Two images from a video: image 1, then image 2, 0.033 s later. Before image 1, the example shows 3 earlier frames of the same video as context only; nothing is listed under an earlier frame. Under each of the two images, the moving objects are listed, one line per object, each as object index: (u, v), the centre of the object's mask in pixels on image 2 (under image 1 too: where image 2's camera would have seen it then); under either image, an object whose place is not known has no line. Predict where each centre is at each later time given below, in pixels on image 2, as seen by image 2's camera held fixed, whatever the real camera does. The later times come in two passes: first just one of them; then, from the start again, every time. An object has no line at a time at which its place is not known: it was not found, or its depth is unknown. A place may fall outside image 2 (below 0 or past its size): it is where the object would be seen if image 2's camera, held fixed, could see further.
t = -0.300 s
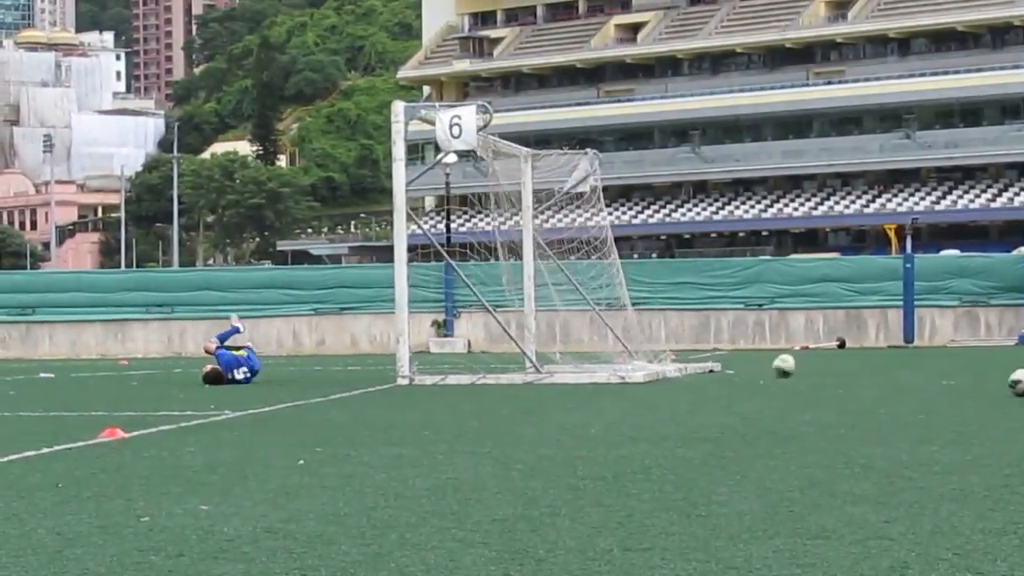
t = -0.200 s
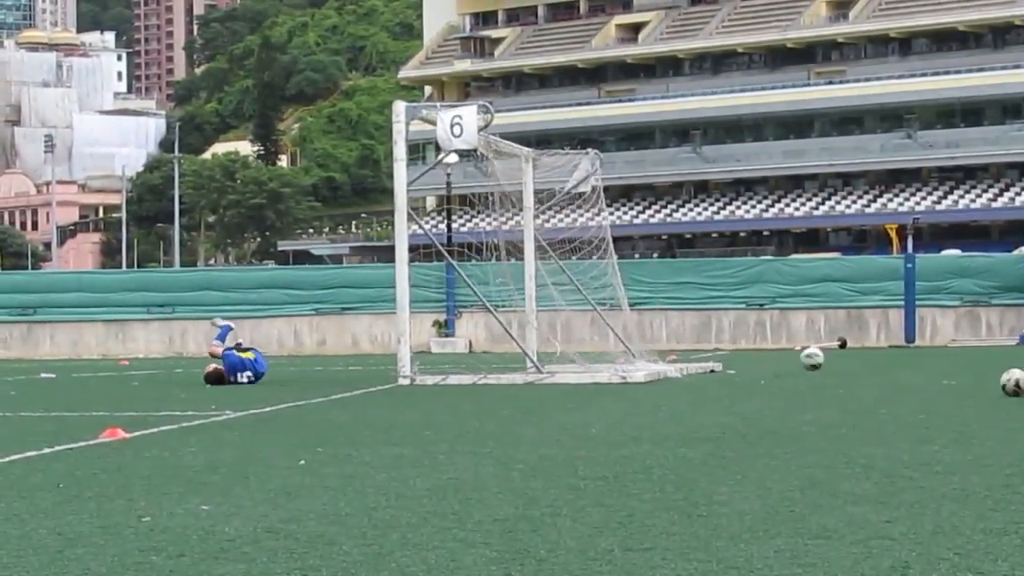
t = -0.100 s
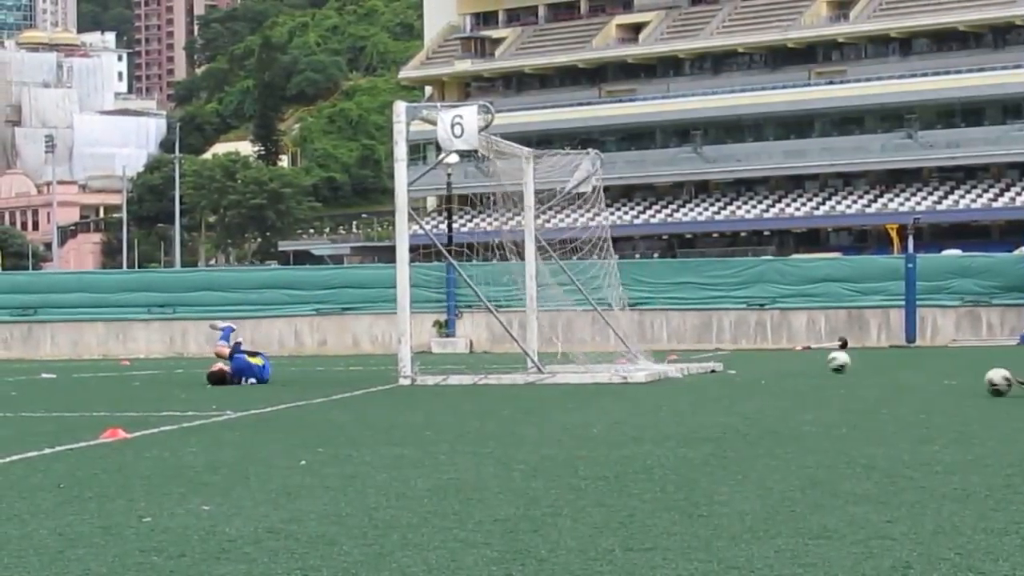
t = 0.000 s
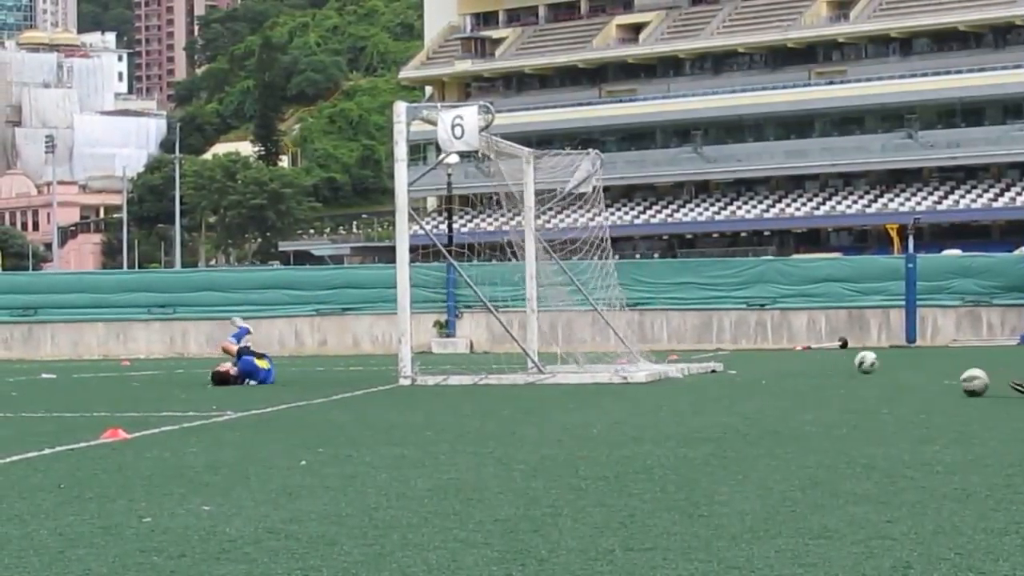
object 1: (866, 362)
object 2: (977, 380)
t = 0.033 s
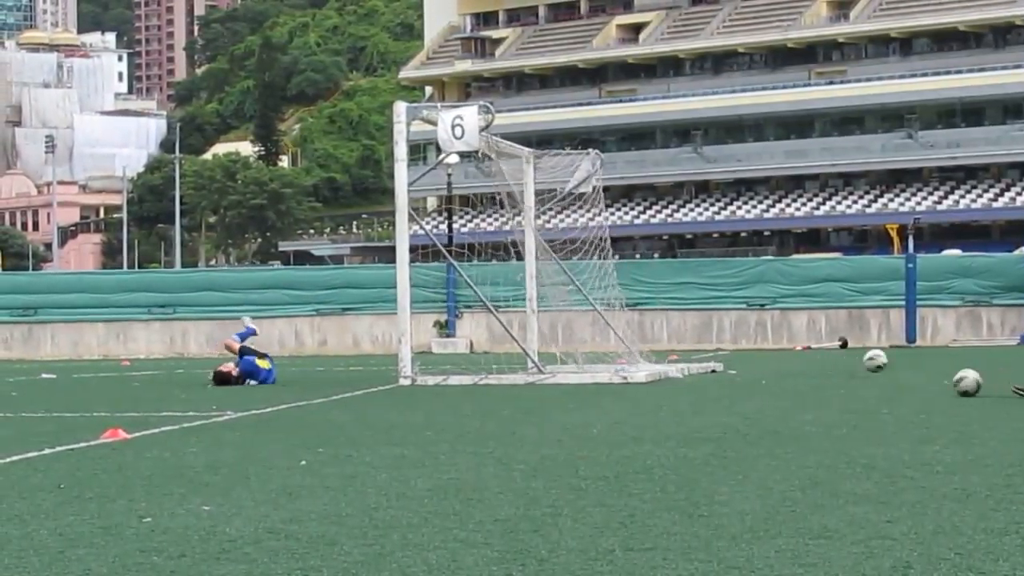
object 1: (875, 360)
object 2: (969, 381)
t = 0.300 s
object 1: (947, 362)
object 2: (918, 382)
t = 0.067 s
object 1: (884, 360)
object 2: (963, 380)
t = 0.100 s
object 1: (893, 361)
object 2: (955, 381)
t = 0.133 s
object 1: (901, 363)
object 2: (949, 380)
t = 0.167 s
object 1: (910, 365)
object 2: (942, 380)
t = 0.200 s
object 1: (919, 363)
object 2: (936, 379)
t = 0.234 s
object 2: (930, 382)
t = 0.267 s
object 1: (938, 361)
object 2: (923, 382)
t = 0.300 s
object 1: (947, 362)
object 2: (918, 382)
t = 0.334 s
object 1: (955, 364)
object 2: (913, 381)
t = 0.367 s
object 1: (965, 365)
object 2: (906, 382)
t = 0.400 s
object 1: (973, 363)
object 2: (901, 380)
